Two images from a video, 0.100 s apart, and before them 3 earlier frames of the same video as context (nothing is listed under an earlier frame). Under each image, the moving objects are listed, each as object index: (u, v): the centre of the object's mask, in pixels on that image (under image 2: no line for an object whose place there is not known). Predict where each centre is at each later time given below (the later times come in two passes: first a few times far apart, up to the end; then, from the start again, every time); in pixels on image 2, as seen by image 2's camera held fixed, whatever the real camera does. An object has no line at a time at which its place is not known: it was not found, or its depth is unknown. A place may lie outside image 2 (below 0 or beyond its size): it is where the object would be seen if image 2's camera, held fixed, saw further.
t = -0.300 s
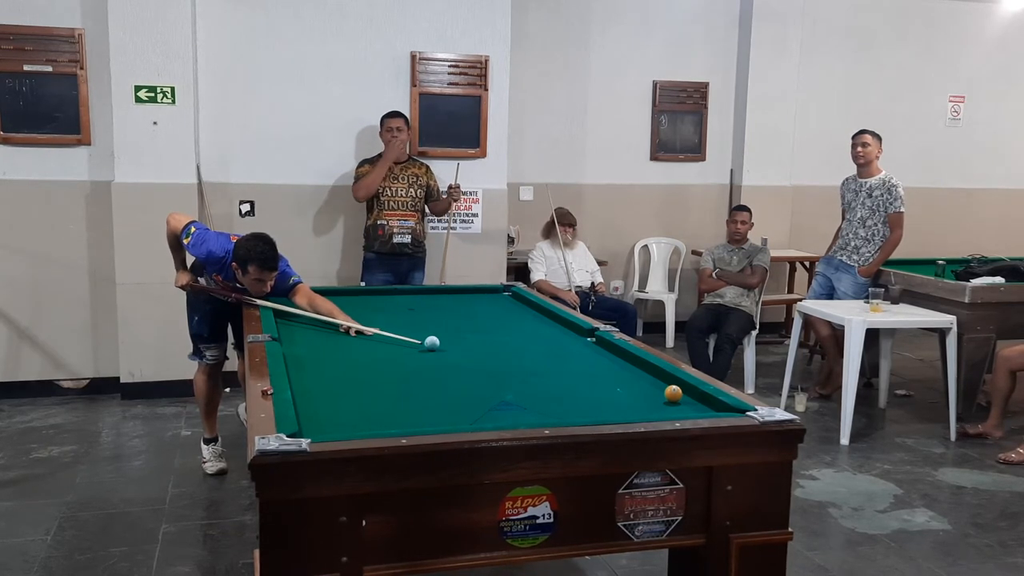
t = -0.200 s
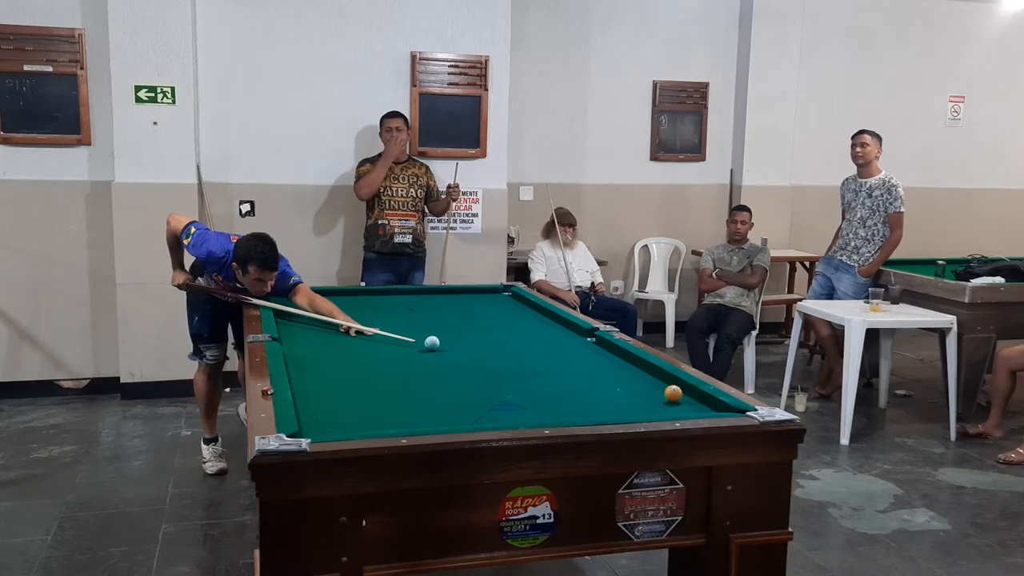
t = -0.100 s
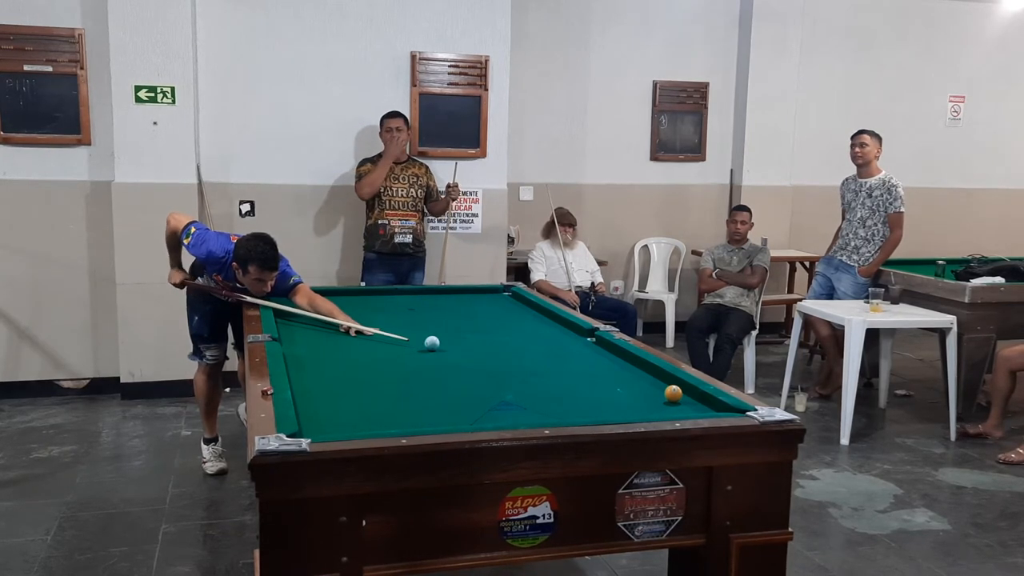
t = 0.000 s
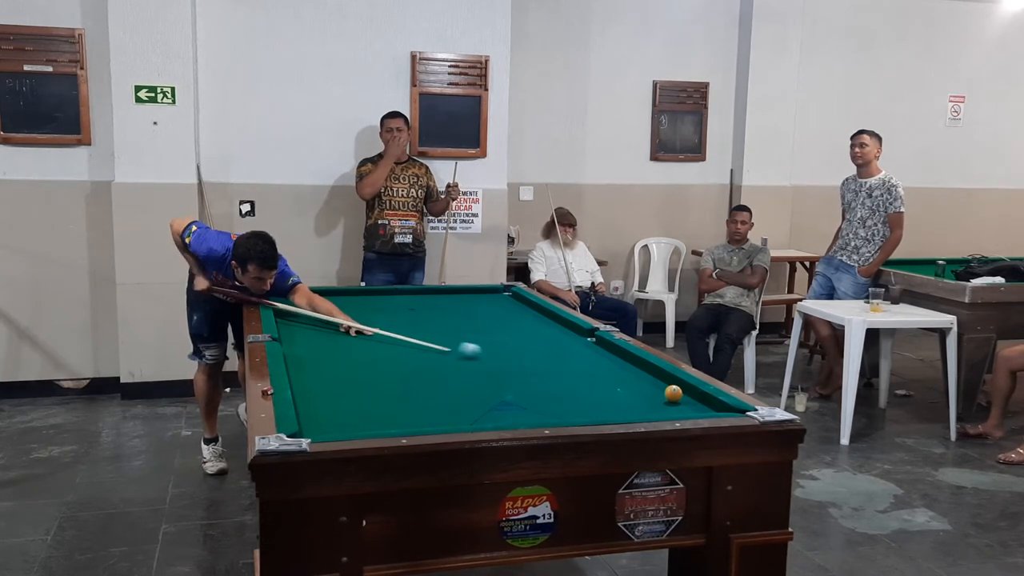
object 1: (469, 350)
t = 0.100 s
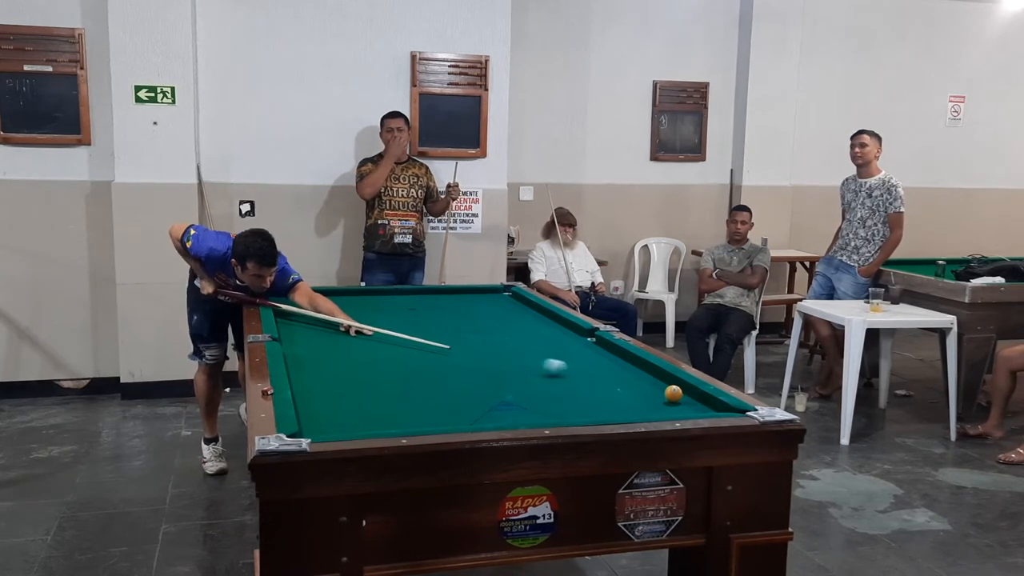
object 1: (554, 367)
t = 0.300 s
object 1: (682, 388)
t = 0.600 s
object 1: (612, 386)
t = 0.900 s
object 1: (548, 384)
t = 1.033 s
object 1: (521, 382)
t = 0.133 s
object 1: (583, 373)
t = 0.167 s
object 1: (614, 379)
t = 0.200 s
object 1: (645, 385)
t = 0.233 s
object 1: (667, 388)
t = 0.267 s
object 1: (680, 388)
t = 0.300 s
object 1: (682, 388)
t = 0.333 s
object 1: (673, 388)
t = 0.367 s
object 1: (665, 388)
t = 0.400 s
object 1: (657, 388)
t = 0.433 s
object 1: (649, 387)
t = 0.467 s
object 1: (642, 387)
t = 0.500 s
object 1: (635, 387)
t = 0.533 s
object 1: (627, 387)
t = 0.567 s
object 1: (620, 386)
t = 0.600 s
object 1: (612, 386)
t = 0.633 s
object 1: (605, 386)
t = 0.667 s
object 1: (598, 385)
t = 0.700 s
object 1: (591, 385)
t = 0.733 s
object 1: (584, 385)
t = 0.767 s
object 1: (576, 384)
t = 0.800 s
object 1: (569, 385)
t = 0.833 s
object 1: (562, 384)
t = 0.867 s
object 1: (555, 384)
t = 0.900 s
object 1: (548, 384)
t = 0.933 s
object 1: (541, 383)
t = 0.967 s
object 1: (535, 383)
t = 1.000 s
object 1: (528, 383)
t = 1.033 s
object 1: (521, 382)
